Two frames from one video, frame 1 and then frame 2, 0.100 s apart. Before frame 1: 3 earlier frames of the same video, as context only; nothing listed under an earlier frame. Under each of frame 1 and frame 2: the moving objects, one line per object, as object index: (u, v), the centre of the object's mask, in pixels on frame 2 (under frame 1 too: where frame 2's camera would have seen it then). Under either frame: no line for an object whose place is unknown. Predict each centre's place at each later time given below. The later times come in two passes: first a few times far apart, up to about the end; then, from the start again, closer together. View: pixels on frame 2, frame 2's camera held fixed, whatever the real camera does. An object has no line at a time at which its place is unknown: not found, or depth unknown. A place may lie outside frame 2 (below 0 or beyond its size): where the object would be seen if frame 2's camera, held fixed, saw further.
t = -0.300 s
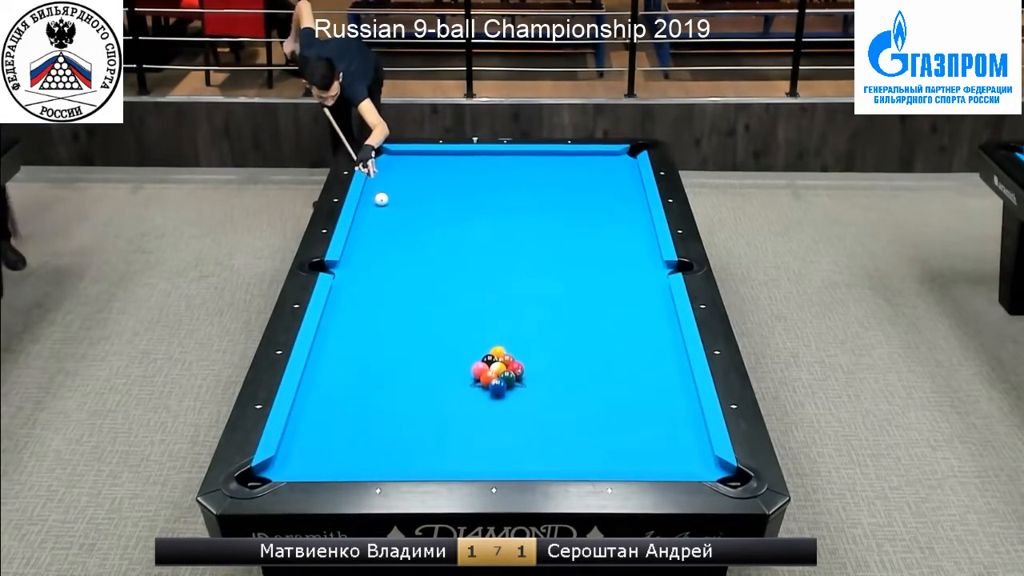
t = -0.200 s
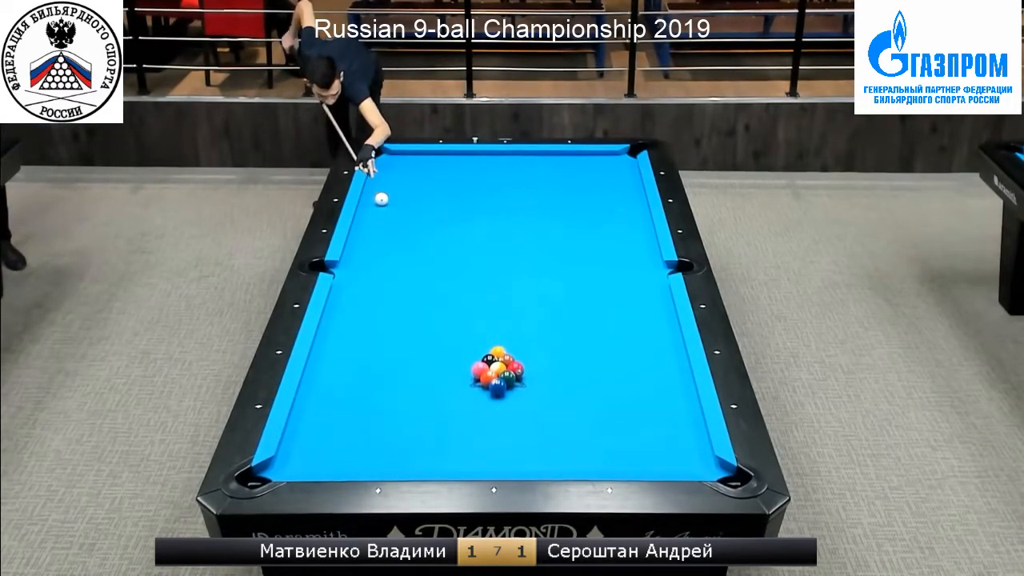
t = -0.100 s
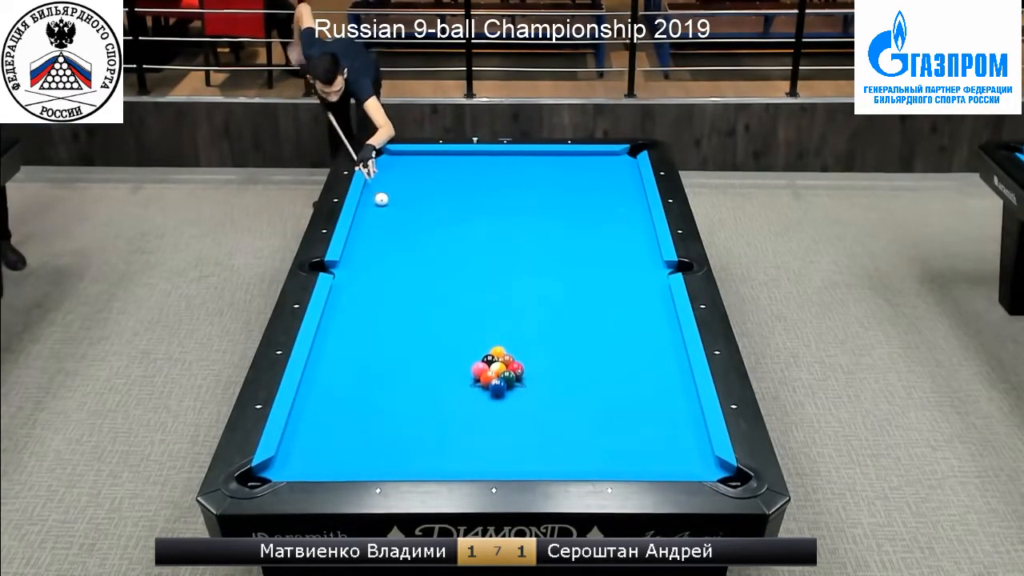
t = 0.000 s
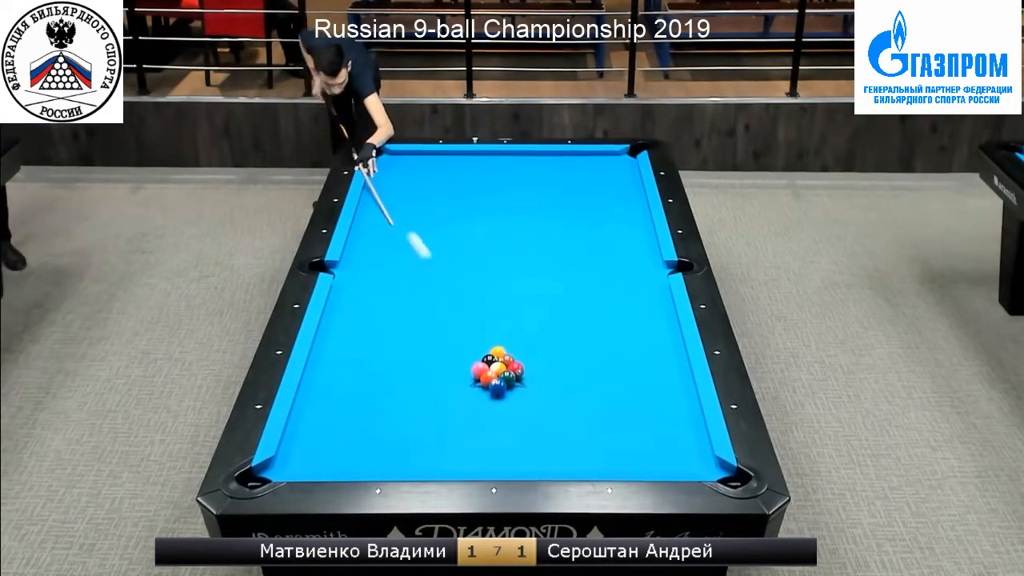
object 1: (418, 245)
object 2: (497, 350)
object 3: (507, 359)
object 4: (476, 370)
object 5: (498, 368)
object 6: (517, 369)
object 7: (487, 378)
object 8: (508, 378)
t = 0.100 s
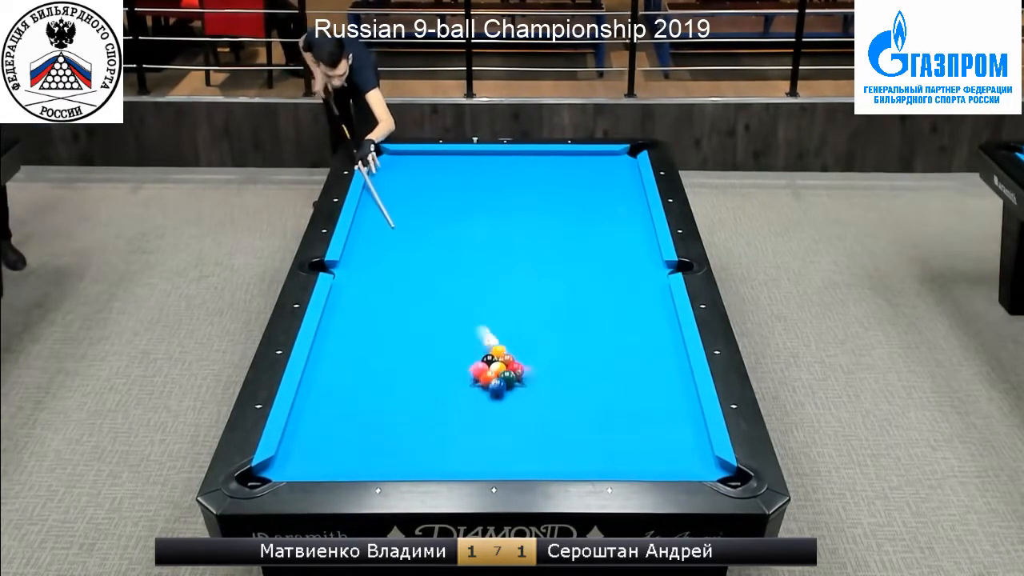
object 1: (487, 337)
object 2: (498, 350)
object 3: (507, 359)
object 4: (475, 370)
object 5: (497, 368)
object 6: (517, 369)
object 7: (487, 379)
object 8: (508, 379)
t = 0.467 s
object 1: (445, 328)
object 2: (588, 310)
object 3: (628, 347)
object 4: (308, 453)
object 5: (488, 373)
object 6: (483, 442)
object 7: (392, 459)
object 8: (526, 416)
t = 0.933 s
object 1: (398, 304)
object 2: (664, 268)
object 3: (626, 328)
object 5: (479, 374)
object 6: (390, 362)
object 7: (327, 417)
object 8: (550, 460)
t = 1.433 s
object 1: (353, 251)
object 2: (654, 273)
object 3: (553, 309)
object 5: (480, 375)
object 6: (531, 290)
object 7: (332, 374)
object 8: (566, 445)
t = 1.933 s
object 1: (400, 209)
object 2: (642, 273)
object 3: (490, 293)
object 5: (480, 375)
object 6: (637, 234)
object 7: (374, 339)
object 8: (578, 422)
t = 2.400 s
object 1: (435, 177)
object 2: (636, 273)
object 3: (439, 280)
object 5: (480, 375)
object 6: (600, 202)
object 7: (407, 313)
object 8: (587, 406)
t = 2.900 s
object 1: (469, 155)
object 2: (635, 272)
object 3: (392, 267)
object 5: (480, 375)
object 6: (558, 173)
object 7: (436, 289)
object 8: (594, 392)
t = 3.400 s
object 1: (504, 171)
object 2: (635, 272)
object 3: (351, 257)
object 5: (480, 376)
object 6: (525, 156)
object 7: (460, 269)
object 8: (600, 383)
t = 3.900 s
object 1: (538, 185)
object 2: (635, 272)
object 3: (368, 251)
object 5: (480, 375)
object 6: (509, 166)
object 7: (480, 254)
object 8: (603, 377)
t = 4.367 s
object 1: (570, 197)
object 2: (635, 271)
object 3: (385, 246)
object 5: (480, 375)
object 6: (496, 174)
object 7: (496, 240)
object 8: (606, 374)
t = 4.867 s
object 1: (603, 210)
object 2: (635, 272)
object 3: (398, 244)
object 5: (480, 375)
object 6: (484, 183)
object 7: (509, 230)
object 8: (606, 374)
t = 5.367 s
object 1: (633, 223)
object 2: (635, 272)
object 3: (407, 242)
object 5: (480, 376)
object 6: (475, 190)
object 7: (519, 222)
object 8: (606, 373)
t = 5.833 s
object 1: (643, 232)
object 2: (635, 272)
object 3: (410, 242)
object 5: (480, 375)
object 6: (468, 195)
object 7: (527, 217)
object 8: (606, 373)
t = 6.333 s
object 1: (633, 238)
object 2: (635, 272)
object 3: (411, 241)
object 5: (480, 375)
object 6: (463, 198)
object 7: (534, 212)
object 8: (606, 373)
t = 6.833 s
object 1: (625, 243)
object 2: (635, 272)
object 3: (411, 242)
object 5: (480, 375)
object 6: (461, 201)
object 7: (538, 210)
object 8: (606, 373)
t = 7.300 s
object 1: (621, 245)
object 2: (635, 272)
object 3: (411, 241)
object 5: (480, 376)
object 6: (461, 201)
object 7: (540, 209)
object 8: (606, 373)
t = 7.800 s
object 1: (620, 246)
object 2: (635, 272)
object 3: (411, 241)
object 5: (480, 376)
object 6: (460, 201)
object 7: (540, 209)
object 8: (606, 373)
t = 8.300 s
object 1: (620, 246)
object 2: (635, 272)
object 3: (411, 241)
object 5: (480, 376)
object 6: (460, 201)
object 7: (540, 209)
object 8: (606, 373)
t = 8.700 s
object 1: (620, 246)
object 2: (635, 272)
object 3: (411, 241)
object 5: (480, 375)
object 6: (460, 201)
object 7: (540, 209)
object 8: (606, 373)
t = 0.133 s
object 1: (487, 340)
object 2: (508, 348)
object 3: (520, 360)
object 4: (463, 377)
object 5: (496, 370)
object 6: (520, 362)
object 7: (478, 386)
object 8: (508, 384)
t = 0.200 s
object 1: (476, 339)
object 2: (527, 339)
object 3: (546, 358)
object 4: (431, 393)
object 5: (494, 371)
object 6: (655, 415)
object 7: (460, 402)
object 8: (512, 391)
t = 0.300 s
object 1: (463, 334)
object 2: (552, 327)
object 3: (581, 354)
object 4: (384, 416)
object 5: (492, 372)
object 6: (633, 452)
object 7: (434, 425)
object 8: (517, 400)
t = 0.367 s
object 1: (455, 331)
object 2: (567, 320)
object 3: (600, 351)
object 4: (352, 431)
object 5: (490, 372)
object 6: (566, 461)
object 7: (417, 439)
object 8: (520, 407)
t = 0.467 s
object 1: (445, 328)
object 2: (588, 310)
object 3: (628, 347)
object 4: (308, 453)
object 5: (488, 373)
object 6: (483, 442)
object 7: (392, 459)
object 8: (526, 416)
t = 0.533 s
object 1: (439, 325)
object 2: (600, 304)
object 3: (646, 344)
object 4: (277, 467)
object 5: (486, 373)
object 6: (434, 429)
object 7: (378, 462)
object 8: (529, 423)
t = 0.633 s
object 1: (429, 322)
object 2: (620, 295)
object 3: (673, 341)
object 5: (484, 373)
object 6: (366, 413)
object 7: (366, 449)
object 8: (534, 432)
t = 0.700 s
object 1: (423, 320)
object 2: (632, 289)
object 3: (665, 338)
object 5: (482, 373)
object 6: (325, 403)
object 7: (357, 442)
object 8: (538, 439)
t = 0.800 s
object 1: (413, 316)
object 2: (650, 280)
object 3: (646, 333)
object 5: (481, 373)
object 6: (331, 386)
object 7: (344, 431)
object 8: (543, 448)
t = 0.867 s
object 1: (406, 311)
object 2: (661, 275)
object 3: (636, 330)
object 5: (480, 374)
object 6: (362, 374)
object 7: (336, 424)
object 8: (547, 455)
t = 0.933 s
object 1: (398, 304)
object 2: (664, 268)
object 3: (626, 328)
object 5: (479, 374)
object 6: (390, 362)
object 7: (327, 417)
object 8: (550, 460)
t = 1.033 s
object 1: (385, 291)
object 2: (665, 269)
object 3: (610, 324)
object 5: (479, 374)
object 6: (425, 346)
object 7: (316, 408)
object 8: (555, 463)
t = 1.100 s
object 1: (377, 285)
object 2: (664, 271)
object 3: (600, 321)
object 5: (479, 374)
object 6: (445, 335)
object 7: (308, 401)
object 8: (557, 461)
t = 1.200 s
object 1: (366, 274)
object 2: (662, 273)
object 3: (585, 318)
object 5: (479, 375)
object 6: (473, 321)
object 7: (308, 393)
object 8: (560, 458)
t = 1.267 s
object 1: (359, 267)
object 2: (659, 274)
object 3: (576, 315)
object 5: (480, 375)
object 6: (490, 312)
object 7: (315, 387)
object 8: (562, 453)
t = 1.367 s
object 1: (348, 257)
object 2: (656, 273)
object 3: (562, 312)
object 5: (480, 375)
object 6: (515, 299)
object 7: (325, 379)
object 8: (565, 448)
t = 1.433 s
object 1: (353, 251)
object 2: (654, 273)
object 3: (553, 309)
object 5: (480, 375)
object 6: (531, 290)
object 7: (332, 374)
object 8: (566, 445)
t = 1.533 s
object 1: (363, 242)
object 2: (651, 273)
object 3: (540, 306)
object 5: (480, 375)
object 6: (554, 278)
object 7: (341, 366)
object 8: (569, 440)
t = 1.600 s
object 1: (369, 236)
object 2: (650, 273)
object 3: (531, 304)
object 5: (480, 375)
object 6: (569, 270)
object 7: (347, 361)
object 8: (571, 437)
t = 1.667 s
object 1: (376, 230)
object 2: (648, 273)
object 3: (523, 301)
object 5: (480, 375)
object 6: (584, 262)
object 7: (352, 357)
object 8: (572, 434)
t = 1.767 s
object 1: (385, 222)
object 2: (645, 273)
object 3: (510, 298)
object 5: (480, 375)
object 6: (605, 251)
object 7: (361, 350)
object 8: (574, 429)
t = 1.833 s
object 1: (391, 217)
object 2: (644, 273)
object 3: (502, 296)
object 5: (480, 375)
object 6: (618, 244)
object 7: (366, 345)
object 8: (576, 426)
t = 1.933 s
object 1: (400, 209)
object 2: (642, 273)
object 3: (490, 293)
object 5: (480, 375)
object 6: (637, 234)
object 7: (374, 339)
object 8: (578, 422)
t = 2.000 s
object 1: (405, 204)
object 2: (641, 273)
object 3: (483, 291)
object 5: (480, 375)
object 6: (647, 228)
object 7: (379, 335)
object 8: (580, 420)
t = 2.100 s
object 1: (413, 197)
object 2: (639, 273)
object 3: (471, 288)
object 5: (480, 375)
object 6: (631, 221)
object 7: (386, 329)
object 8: (582, 416)
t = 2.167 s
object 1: (418, 192)
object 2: (639, 273)
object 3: (464, 286)
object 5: (480, 375)
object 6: (623, 217)
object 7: (391, 325)
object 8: (583, 413)
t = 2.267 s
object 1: (426, 186)
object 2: (637, 273)
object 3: (453, 283)
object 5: (480, 375)
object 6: (613, 210)
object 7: (398, 320)
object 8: (585, 410)
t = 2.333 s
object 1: (431, 181)
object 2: (637, 273)
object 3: (446, 281)
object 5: (480, 375)
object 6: (606, 206)
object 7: (402, 316)
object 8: (586, 408)
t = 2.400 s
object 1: (435, 177)
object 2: (636, 273)
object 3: (439, 280)
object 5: (480, 375)
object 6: (600, 202)
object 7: (407, 313)
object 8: (587, 406)
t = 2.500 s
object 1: (442, 171)
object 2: (636, 272)
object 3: (429, 277)
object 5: (480, 375)
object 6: (591, 196)
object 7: (413, 307)
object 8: (589, 403)
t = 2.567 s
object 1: (447, 167)
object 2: (635, 272)
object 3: (423, 276)
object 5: (480, 376)
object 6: (585, 191)
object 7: (417, 304)
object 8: (590, 400)
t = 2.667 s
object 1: (454, 161)
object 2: (635, 272)
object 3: (413, 273)
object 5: (480, 376)
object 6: (577, 186)
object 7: (423, 299)
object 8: (591, 398)
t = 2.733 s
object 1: (458, 158)
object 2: (635, 272)
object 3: (407, 271)
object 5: (480, 376)
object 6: (571, 182)
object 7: (427, 296)
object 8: (592, 396)
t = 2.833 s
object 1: (464, 153)
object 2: (635, 272)
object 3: (398, 269)
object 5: (480, 375)
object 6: (563, 177)
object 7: (432, 292)
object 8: (593, 394)
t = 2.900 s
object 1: (469, 155)
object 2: (635, 272)
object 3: (392, 267)
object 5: (480, 375)
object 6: (558, 173)
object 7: (436, 289)
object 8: (594, 392)
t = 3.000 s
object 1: (476, 159)
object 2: (635, 272)
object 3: (383, 266)
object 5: (480, 375)
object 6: (550, 169)
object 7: (441, 285)
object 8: (596, 390)
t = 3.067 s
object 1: (480, 161)
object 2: (635, 272)
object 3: (377, 264)
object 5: (480, 376)
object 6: (545, 165)
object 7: (445, 282)
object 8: (597, 389)
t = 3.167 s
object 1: (487, 163)
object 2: (635, 272)
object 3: (369, 262)
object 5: (480, 376)
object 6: (538, 161)
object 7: (449, 278)
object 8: (598, 387)
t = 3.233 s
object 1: (492, 166)
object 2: (635, 272)
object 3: (364, 261)
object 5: (480, 376)
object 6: (533, 158)
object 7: (453, 276)
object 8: (599, 386)
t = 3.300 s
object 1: (497, 168)
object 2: (635, 272)
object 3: (358, 259)
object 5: (480, 376)
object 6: (529, 154)
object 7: (456, 273)
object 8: (600, 384)
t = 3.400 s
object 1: (504, 171)
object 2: (635, 272)
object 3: (351, 257)
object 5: (480, 376)
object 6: (525, 156)
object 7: (460, 269)
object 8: (600, 383)
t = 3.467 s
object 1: (509, 173)
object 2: (635, 272)
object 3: (347, 256)
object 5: (480, 376)
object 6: (523, 157)
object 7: (463, 267)
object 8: (601, 382)
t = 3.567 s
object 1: (516, 175)
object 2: (635, 272)
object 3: (353, 255)
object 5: (480, 376)
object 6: (519, 159)
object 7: (467, 264)
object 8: (602, 380)
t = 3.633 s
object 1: (520, 178)
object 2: (635, 272)
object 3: (356, 254)
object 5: (480, 376)
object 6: (517, 161)
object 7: (470, 261)
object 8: (602, 379)
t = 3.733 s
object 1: (527, 180)
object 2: (635, 272)
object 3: (361, 253)
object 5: (480, 376)
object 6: (514, 163)
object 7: (474, 258)
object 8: (603, 378)
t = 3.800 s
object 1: (532, 182)
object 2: (635, 272)
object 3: (364, 252)
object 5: (480, 376)
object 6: (512, 164)
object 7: (477, 257)
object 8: (603, 378)
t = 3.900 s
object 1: (538, 185)
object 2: (635, 272)
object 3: (368, 251)
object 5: (480, 375)
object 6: (509, 166)
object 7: (480, 254)
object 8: (603, 377)
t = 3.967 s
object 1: (543, 186)
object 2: (635, 272)
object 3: (371, 250)
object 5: (480, 375)
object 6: (507, 167)
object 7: (483, 251)
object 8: (604, 377)
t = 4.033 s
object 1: (548, 188)
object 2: (635, 272)
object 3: (373, 250)
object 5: (480, 374)
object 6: (505, 168)
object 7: (485, 249)
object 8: (605, 376)
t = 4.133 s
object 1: (554, 190)
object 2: (635, 271)
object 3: (377, 248)
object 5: (480, 374)
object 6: (502, 170)
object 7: (489, 246)
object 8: (605, 376)
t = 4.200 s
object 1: (559, 192)
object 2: (635, 272)
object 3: (379, 248)
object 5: (480, 374)
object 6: (500, 172)
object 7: (491, 245)
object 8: (605, 375)
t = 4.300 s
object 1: (566, 195)
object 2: (635, 271)
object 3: (382, 247)
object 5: (480, 374)
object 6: (497, 173)
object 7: (494, 242)
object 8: (606, 375)
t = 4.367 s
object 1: (570, 197)
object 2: (635, 271)
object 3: (385, 246)
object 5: (480, 375)
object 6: (496, 174)
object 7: (496, 240)
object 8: (606, 374)
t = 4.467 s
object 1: (577, 199)
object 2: (635, 271)
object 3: (387, 246)
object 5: (480, 375)
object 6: (494, 176)
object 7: (498, 238)
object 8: (606, 374)
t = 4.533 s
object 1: (581, 201)
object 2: (635, 271)
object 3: (389, 245)
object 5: (480, 375)
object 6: (492, 177)
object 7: (500, 237)
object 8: (606, 374)
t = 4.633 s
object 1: (588, 204)
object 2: (635, 272)
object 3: (392, 244)
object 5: (480, 375)
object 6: (489, 179)
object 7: (503, 235)
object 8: (607, 374)
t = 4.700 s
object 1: (592, 206)
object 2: (635, 271)
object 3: (394, 244)
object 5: (480, 375)
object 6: (488, 180)
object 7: (505, 233)
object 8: (606, 374)
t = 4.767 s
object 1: (596, 207)
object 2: (635, 271)
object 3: (395, 244)
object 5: (480, 375)
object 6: (486, 181)
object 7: (506, 231)
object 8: (606, 374)
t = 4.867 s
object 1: (603, 210)
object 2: (635, 272)
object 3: (398, 244)
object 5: (480, 375)
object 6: (484, 183)
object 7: (509, 230)
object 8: (606, 374)
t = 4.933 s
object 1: (607, 213)
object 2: (635, 272)
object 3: (399, 243)
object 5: (480, 375)
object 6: (482, 184)
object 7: (510, 229)
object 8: (606, 374)
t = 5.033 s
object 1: (613, 215)
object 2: (635, 272)
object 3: (402, 243)
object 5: (480, 375)
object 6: (481, 185)
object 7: (513, 228)
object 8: (606, 374)
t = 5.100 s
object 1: (617, 217)
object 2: (635, 272)
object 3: (403, 243)
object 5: (480, 375)
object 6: (479, 187)
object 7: (514, 226)
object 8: (606, 374)
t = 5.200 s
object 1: (623, 219)
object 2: (635, 272)
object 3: (405, 243)
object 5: (480, 376)
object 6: (477, 188)
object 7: (516, 225)
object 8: (606, 374)
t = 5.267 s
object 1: (627, 221)
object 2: (635, 272)
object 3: (406, 243)
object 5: (480, 376)
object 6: (476, 189)
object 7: (518, 224)
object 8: (606, 374)
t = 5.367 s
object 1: (633, 223)
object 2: (635, 272)
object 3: (407, 242)
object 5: (480, 376)
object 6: (475, 190)
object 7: (519, 222)
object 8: (606, 373)
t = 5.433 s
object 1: (637, 225)
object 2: (635, 272)
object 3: (408, 242)
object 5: (480, 376)
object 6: (474, 191)
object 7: (520, 221)
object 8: (606, 373)
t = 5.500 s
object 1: (641, 226)
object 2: (635, 272)
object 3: (408, 242)
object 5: (480, 376)
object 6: (473, 192)
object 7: (521, 221)
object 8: (606, 374)
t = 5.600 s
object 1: (647, 228)
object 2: (635, 272)
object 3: (409, 242)
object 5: (480, 376)
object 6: (471, 193)
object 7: (523, 219)
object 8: (606, 373)
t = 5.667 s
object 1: (647, 229)
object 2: (635, 272)
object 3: (410, 242)
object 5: (480, 375)
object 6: (470, 194)
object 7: (525, 219)
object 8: (606, 373)
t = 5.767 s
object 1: (645, 231)
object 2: (635, 272)
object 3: (410, 242)
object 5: (480, 375)
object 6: (469, 194)
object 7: (526, 217)
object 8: (606, 373)
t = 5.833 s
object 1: (643, 232)
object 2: (635, 272)
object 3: (410, 242)
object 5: (480, 375)
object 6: (468, 195)
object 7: (527, 217)
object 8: (606, 373)
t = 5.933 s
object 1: (641, 233)
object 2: (635, 272)
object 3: (411, 242)
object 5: (480, 375)
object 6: (467, 196)
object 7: (529, 216)
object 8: (606, 373)
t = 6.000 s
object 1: (639, 234)
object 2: (635, 272)
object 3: (411, 242)
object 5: (480, 375)
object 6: (466, 196)
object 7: (530, 215)
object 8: (606, 373)
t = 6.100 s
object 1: (637, 236)
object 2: (635, 272)
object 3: (411, 241)
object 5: (480, 375)
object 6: (465, 197)
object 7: (531, 214)
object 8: (606, 373)
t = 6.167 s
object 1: (636, 236)
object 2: (635, 272)
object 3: (411, 241)
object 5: (480, 375)
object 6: (465, 197)
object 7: (532, 214)
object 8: (606, 373)
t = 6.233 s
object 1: (634, 237)
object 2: (635, 272)
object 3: (411, 241)
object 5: (480, 375)
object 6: (464, 198)
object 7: (533, 213)
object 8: (606, 373)
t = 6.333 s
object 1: (633, 238)
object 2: (635, 272)
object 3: (411, 241)
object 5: (480, 375)
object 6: (463, 198)
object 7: (534, 212)
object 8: (606, 373)
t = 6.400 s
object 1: (631, 239)
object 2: (635, 272)
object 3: (411, 241)
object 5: (480, 375)
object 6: (463, 199)
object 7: (535, 212)
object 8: (606, 373)
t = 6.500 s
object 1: (630, 240)
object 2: (635, 272)
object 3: (411, 241)
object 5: (480, 375)
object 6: (462, 200)
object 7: (536, 212)
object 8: (606, 373)
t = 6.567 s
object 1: (629, 240)
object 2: (635, 272)
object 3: (411, 241)
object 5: (480, 375)
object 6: (462, 200)
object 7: (536, 211)
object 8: (606, 373)
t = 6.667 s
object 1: (627, 241)
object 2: (635, 272)
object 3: (411, 241)
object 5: (480, 375)
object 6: (462, 200)
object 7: (537, 211)
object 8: (606, 373)
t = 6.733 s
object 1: (626, 242)
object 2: (635, 272)
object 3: (411, 241)
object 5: (480, 375)
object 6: (461, 201)
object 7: (538, 211)
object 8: (606, 373)
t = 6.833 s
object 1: (625, 243)
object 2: (635, 272)
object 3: (411, 242)
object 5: (480, 375)
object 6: (461, 201)
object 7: (538, 210)
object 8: (606, 373)
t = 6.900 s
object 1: (624, 242)
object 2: (635, 272)
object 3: (410, 241)
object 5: (480, 375)
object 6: (461, 200)
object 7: (539, 209)
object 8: (606, 374)
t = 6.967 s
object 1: (624, 242)
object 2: (635, 272)
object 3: (410, 241)
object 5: (480, 374)
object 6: (461, 200)
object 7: (539, 209)
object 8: (606, 374)
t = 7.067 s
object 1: (623, 244)
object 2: (635, 272)
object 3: (411, 241)
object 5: (480, 376)
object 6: (460, 201)
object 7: (539, 209)
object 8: (606, 373)
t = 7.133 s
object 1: (622, 244)
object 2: (635, 272)
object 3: (411, 241)
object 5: (480, 376)
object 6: (460, 201)
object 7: (540, 209)
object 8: (606, 373)
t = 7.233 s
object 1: (621, 245)
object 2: (635, 272)
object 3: (411, 241)
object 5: (480, 376)
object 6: (460, 201)
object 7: (540, 209)
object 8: (606, 373)
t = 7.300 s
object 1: (621, 245)
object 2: (635, 272)
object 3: (411, 241)
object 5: (480, 376)
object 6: (461, 201)
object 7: (540, 209)
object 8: (606, 373)
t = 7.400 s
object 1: (621, 245)
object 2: (635, 272)
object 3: (411, 241)
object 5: (480, 376)
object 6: (460, 201)
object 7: (540, 209)
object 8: (606, 373)
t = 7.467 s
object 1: (620, 245)
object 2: (635, 272)
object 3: (411, 241)
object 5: (480, 376)
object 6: (460, 201)
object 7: (540, 209)
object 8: (606, 373)
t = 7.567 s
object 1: (620, 246)
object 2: (635, 272)
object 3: (411, 241)
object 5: (480, 376)
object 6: (460, 201)
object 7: (540, 209)
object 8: (606, 373)
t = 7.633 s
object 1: (620, 246)
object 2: (635, 272)
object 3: (411, 241)
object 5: (480, 376)
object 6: (460, 201)
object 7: (540, 209)
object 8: (606, 373)
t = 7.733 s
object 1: (620, 246)
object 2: (635, 272)
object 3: (411, 241)
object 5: (480, 376)
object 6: (460, 201)
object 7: (540, 209)
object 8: (606, 373)
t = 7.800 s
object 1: (620, 246)
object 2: (635, 272)
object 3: (411, 241)
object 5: (480, 376)
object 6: (460, 201)
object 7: (540, 209)
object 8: (606, 373)
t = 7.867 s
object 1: (620, 246)
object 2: (635, 272)
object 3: (411, 241)
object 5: (480, 376)
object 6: (460, 201)
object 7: (540, 209)
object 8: (606, 373)
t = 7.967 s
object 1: (620, 246)
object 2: (635, 272)
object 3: (411, 241)
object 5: (480, 376)
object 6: (460, 201)
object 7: (540, 209)
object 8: (606, 373)
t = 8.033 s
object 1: (620, 246)
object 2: (635, 272)
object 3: (411, 241)
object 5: (480, 375)
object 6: (460, 201)
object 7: (540, 209)
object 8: (606, 373)
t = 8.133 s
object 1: (620, 246)
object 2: (635, 272)
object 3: (411, 241)
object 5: (480, 375)
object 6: (460, 201)
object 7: (540, 209)
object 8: (606, 373)
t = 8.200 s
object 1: (620, 246)
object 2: (635, 272)
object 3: (411, 241)
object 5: (480, 375)
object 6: (460, 201)
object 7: (540, 209)
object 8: (606, 373)
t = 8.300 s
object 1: (620, 246)
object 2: (635, 272)
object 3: (411, 241)
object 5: (480, 376)
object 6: (460, 201)
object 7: (540, 209)
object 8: (606, 373)
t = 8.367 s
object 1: (620, 246)
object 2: (635, 272)
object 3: (411, 241)
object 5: (480, 375)
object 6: (460, 201)
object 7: (540, 209)
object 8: (606, 373)
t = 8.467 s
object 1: (620, 246)
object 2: (635, 272)
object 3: (411, 241)
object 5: (480, 375)
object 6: (460, 201)
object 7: (540, 209)
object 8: (606, 376)
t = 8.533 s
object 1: (620, 246)
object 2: (635, 272)
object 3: (411, 241)
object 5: (480, 375)
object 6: (460, 201)
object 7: (540, 209)
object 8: (606, 374)
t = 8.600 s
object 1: (620, 246)
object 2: (635, 272)
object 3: (411, 241)
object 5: (480, 375)
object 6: (460, 201)
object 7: (540, 209)
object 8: (606, 374)
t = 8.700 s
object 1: (620, 246)
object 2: (635, 272)
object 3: (411, 241)
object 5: (480, 375)
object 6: (460, 201)
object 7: (540, 209)
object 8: (606, 373)
